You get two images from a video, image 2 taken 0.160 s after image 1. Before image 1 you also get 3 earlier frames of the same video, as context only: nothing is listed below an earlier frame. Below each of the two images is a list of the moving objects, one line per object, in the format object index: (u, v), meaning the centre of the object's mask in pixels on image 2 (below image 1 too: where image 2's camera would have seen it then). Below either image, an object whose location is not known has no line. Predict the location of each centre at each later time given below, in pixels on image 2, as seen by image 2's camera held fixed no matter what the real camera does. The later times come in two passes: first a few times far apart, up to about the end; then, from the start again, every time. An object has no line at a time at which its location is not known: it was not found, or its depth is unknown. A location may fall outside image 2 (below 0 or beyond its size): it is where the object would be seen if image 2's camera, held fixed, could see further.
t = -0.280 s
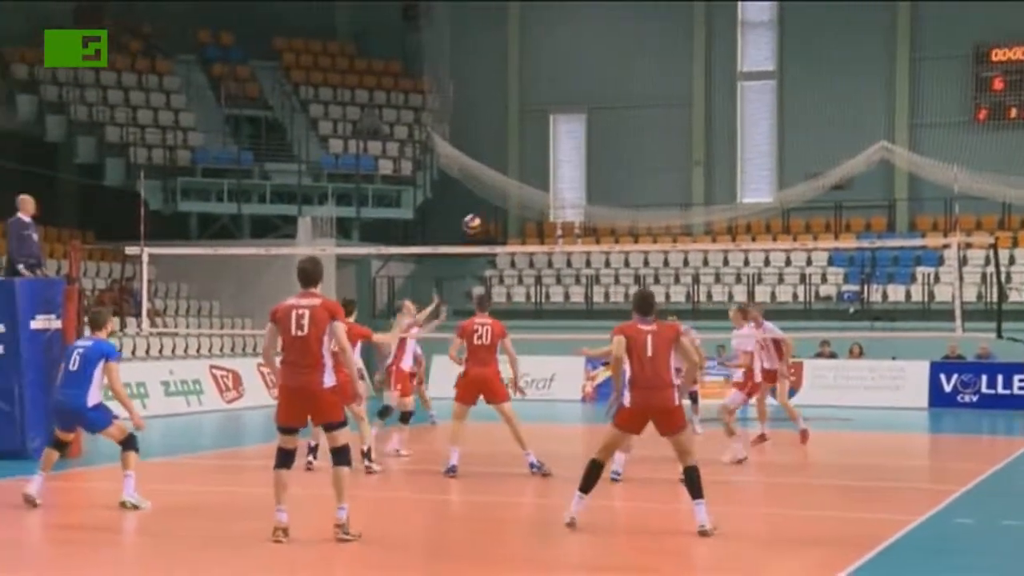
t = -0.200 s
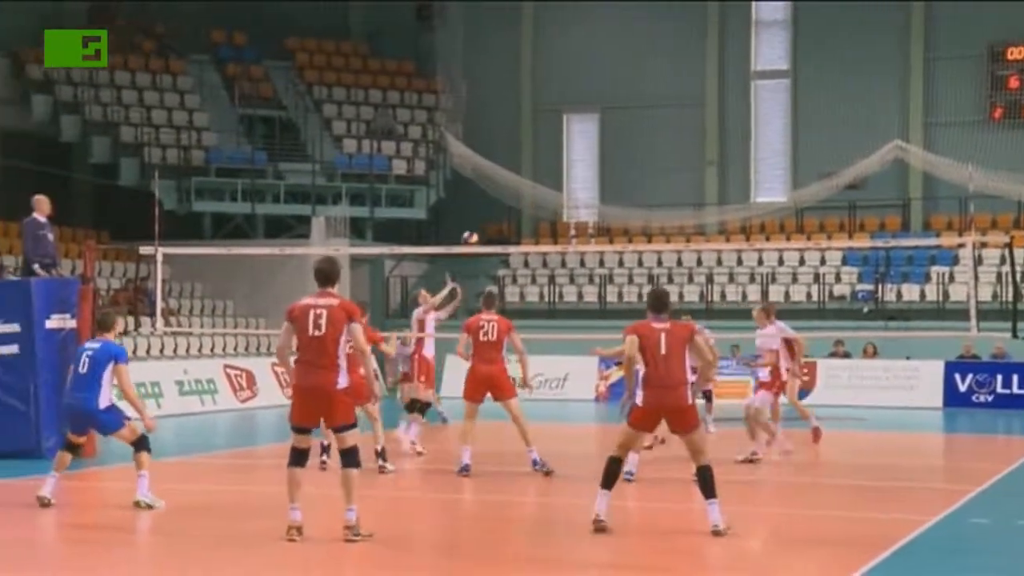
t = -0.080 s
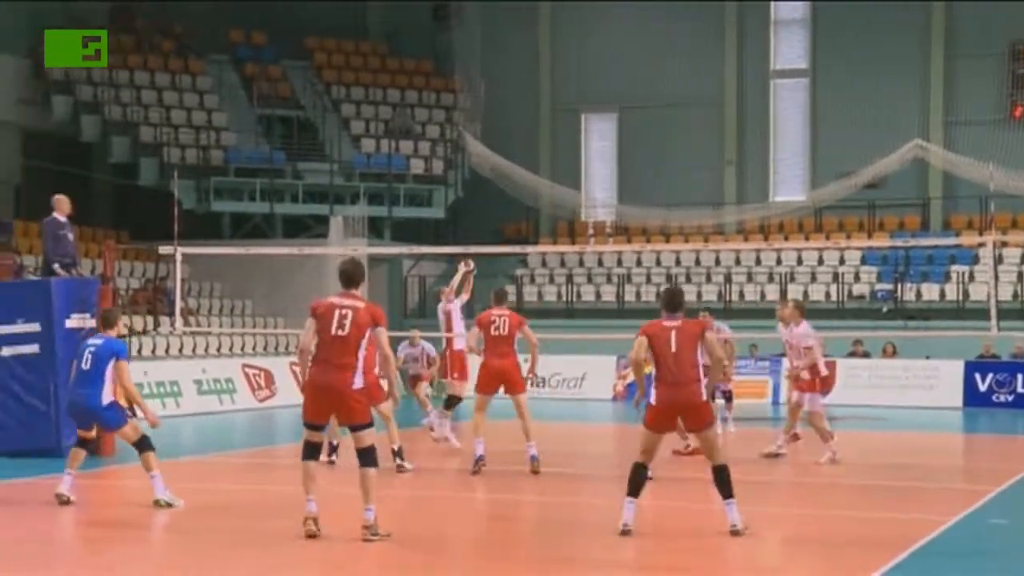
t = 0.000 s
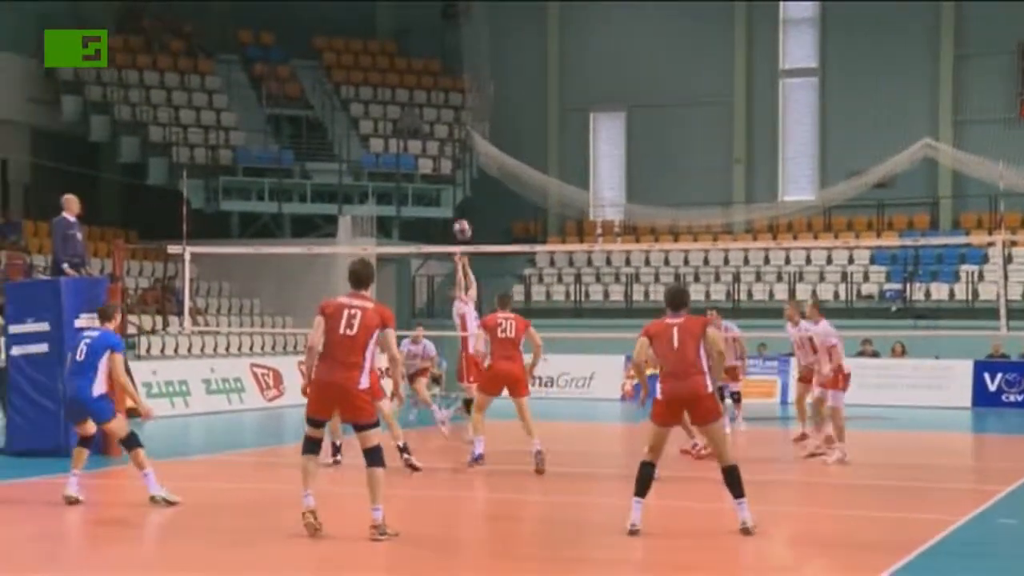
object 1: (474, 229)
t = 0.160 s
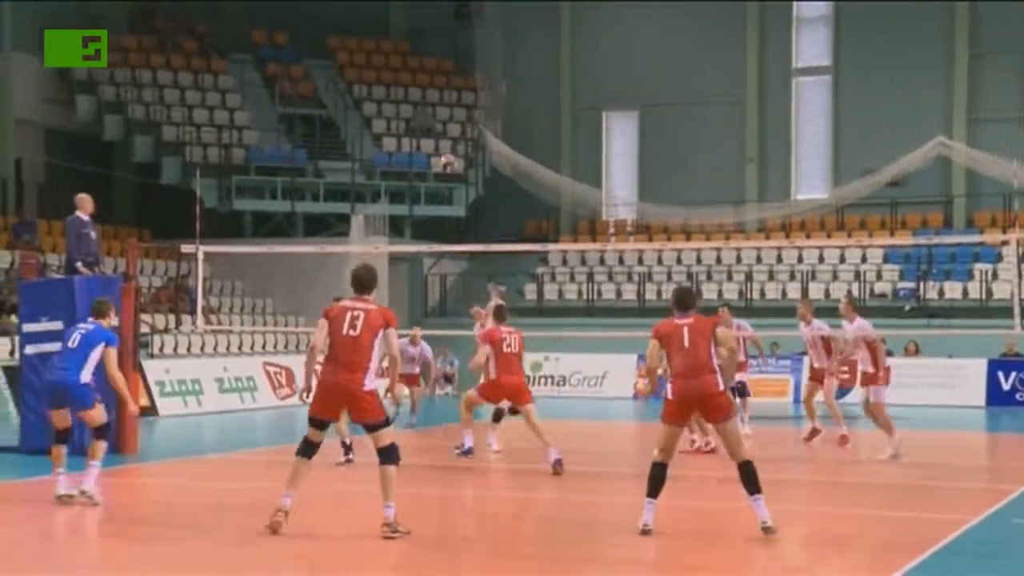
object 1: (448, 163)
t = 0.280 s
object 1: (427, 128)
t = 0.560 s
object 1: (384, 94)
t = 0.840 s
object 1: (341, 122)
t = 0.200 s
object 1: (442, 149)
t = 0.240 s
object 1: (435, 138)
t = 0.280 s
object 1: (427, 128)
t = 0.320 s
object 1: (422, 119)
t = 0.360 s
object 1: (415, 113)
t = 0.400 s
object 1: (408, 107)
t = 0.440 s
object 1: (403, 104)
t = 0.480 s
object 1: (396, 97)
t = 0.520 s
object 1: (389, 95)
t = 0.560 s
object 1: (384, 94)
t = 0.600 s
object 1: (378, 95)
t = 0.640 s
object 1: (372, 96)
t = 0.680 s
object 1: (365, 98)
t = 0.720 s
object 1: (359, 104)
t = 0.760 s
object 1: (354, 109)
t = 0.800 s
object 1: (348, 114)
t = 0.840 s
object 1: (341, 122)
